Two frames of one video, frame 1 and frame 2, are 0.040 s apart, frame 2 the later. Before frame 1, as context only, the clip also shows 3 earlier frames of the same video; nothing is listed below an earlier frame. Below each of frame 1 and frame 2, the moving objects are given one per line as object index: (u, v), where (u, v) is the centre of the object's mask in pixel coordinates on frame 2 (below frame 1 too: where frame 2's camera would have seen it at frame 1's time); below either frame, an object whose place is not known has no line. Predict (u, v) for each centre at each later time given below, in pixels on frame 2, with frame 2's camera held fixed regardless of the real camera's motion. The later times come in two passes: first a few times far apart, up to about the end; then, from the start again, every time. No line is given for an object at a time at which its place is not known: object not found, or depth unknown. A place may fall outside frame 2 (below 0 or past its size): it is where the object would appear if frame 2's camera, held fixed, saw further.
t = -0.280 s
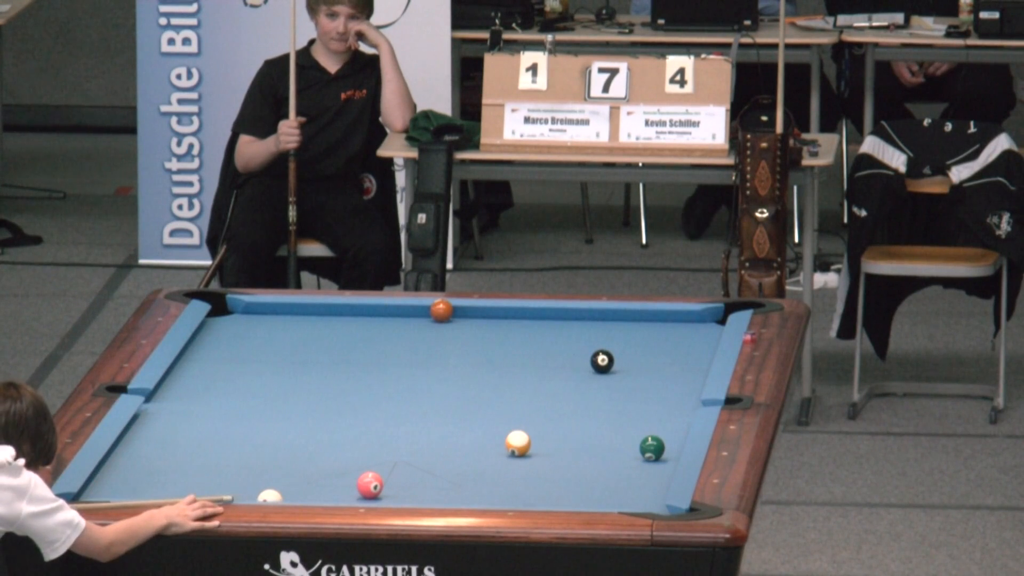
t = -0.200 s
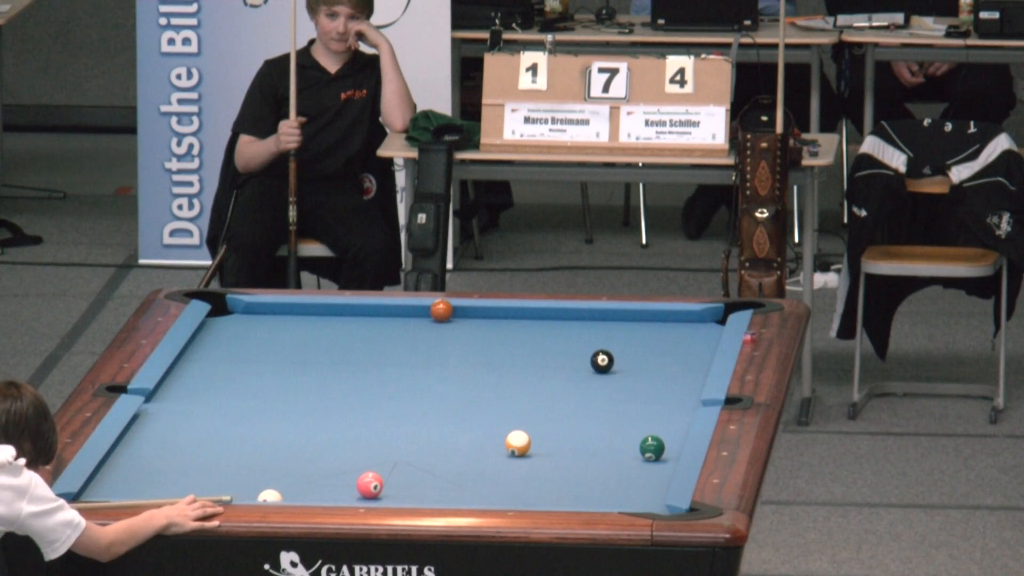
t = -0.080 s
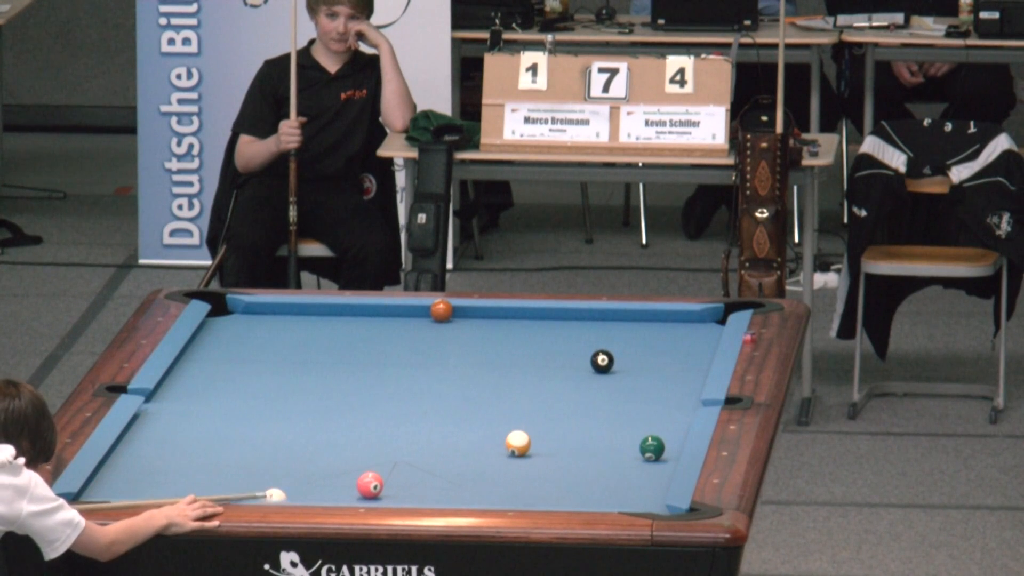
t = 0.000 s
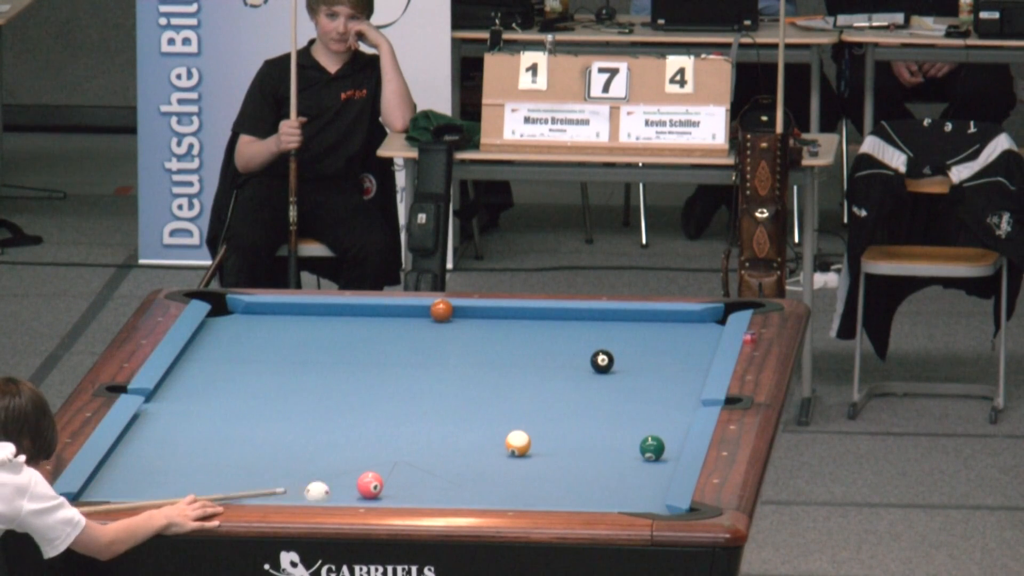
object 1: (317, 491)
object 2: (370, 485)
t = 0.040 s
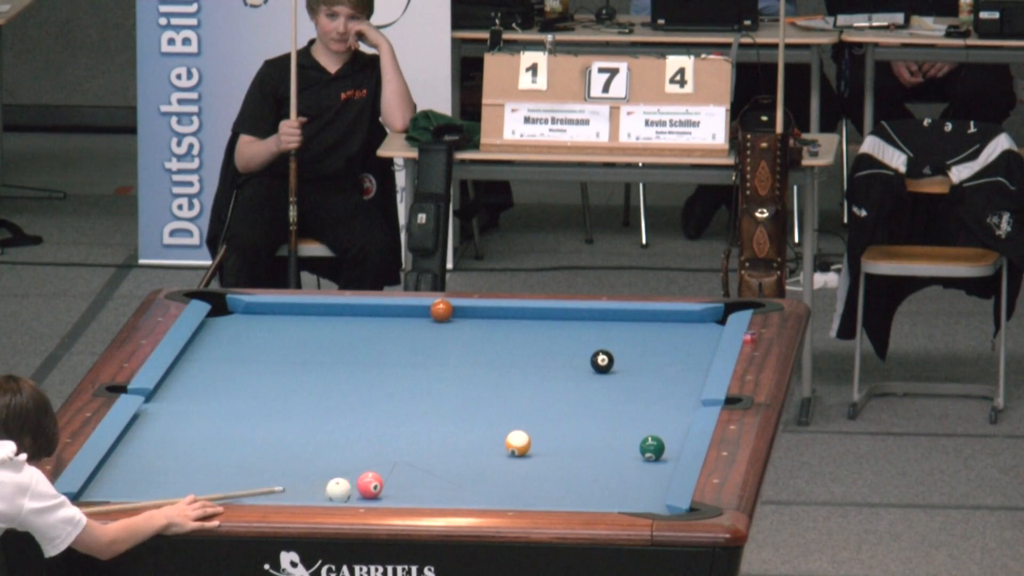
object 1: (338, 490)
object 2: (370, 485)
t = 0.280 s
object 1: (377, 487)
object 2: (452, 469)
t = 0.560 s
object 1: (417, 483)
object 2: (534, 453)
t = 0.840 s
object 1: (454, 479)
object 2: (612, 437)
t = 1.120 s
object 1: (488, 475)
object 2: (679, 423)
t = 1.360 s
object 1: (516, 472)
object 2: (653, 413)
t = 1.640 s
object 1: (545, 469)
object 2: (626, 401)
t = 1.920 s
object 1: (571, 466)
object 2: (600, 391)
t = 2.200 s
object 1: (596, 463)
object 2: (577, 381)
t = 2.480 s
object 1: (616, 461)
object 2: (555, 372)
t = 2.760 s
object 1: (635, 459)
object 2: (534, 363)
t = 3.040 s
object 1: (650, 457)
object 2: (514, 355)
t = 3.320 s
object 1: (663, 456)
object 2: (497, 348)
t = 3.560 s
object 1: (668, 456)
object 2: (482, 342)
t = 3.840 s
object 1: (665, 455)
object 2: (471, 336)
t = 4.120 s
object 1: (666, 455)
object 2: (453, 331)
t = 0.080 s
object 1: (352, 489)
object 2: (377, 484)
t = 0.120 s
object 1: (355, 489)
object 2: (395, 480)
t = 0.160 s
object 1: (359, 489)
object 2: (411, 477)
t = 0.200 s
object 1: (365, 489)
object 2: (426, 474)
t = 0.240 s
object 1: (371, 488)
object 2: (439, 471)
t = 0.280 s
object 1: (377, 487)
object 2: (452, 469)
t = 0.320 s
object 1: (382, 486)
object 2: (464, 467)
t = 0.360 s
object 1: (388, 485)
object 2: (476, 464)
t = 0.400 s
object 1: (394, 485)
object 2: (487, 462)
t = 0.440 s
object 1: (400, 484)
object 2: (499, 460)
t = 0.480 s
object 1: (405, 484)
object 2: (510, 458)
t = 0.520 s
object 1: (411, 483)
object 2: (522, 455)
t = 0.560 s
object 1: (417, 483)
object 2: (534, 453)
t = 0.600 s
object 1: (422, 482)
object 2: (545, 450)
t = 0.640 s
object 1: (427, 482)
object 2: (556, 448)
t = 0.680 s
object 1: (433, 481)
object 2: (567, 446)
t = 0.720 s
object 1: (439, 480)
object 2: (579, 444)
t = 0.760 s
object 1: (444, 480)
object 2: (590, 442)
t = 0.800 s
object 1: (449, 479)
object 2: (601, 439)
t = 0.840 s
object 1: (454, 479)
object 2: (612, 437)
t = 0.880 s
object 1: (459, 478)
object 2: (623, 435)
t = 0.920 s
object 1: (464, 478)
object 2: (633, 433)
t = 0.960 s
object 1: (469, 477)
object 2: (643, 429)
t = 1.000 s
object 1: (474, 477)
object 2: (655, 427)
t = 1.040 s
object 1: (479, 476)
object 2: (665, 426)
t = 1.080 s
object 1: (484, 476)
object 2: (676, 424)
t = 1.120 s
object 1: (488, 475)
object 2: (679, 423)
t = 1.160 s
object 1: (493, 475)
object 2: (674, 421)
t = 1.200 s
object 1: (498, 474)
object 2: (669, 419)
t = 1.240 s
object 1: (502, 474)
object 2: (665, 417)
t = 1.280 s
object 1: (507, 473)
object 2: (661, 416)
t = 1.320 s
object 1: (511, 473)
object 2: (657, 414)
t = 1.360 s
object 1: (516, 472)
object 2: (653, 413)
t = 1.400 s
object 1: (520, 472)
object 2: (649, 411)
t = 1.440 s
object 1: (524, 471)
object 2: (645, 409)
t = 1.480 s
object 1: (528, 471)
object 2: (641, 407)
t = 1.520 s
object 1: (532, 470)
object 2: (637, 406)
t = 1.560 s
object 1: (536, 470)
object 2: (633, 404)
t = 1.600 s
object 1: (541, 470)
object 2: (629, 403)
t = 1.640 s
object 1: (545, 469)
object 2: (626, 401)
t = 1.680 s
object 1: (549, 469)
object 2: (622, 400)
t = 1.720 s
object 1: (553, 468)
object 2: (618, 398)
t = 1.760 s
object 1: (557, 467)
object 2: (615, 397)
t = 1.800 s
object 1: (561, 467)
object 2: (611, 395)
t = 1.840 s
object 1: (564, 467)
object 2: (608, 394)
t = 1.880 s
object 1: (568, 466)
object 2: (604, 392)
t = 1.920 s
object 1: (571, 466)
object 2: (600, 391)
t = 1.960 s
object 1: (575, 466)
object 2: (597, 389)
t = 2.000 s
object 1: (579, 465)
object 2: (594, 388)
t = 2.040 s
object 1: (582, 465)
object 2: (590, 386)
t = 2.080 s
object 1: (585, 465)
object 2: (587, 385)
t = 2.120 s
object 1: (589, 464)
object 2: (584, 384)
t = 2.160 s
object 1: (592, 464)
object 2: (580, 382)
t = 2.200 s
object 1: (596, 463)
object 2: (577, 381)
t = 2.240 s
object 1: (599, 463)
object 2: (574, 379)
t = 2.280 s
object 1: (602, 463)
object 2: (571, 378)
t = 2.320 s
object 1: (605, 463)
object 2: (567, 377)
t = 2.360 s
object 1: (608, 462)
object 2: (564, 376)
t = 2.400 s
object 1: (611, 462)
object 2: (561, 374)
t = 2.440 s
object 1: (614, 461)
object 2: (558, 373)
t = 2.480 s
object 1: (616, 461)
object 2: (555, 372)
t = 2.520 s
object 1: (619, 461)
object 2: (551, 371)
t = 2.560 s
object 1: (622, 460)
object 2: (549, 369)
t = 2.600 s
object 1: (625, 460)
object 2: (545, 368)
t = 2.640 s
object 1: (627, 460)
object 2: (543, 367)
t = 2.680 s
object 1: (630, 460)
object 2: (540, 366)
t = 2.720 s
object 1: (632, 459)
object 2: (537, 364)
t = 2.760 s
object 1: (635, 459)
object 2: (534, 363)
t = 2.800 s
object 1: (637, 459)
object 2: (531, 362)
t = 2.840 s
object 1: (639, 459)
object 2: (528, 361)
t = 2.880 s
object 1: (642, 459)
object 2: (525, 360)
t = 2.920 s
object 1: (644, 458)
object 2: (522, 359)
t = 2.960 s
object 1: (646, 458)
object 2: (520, 358)
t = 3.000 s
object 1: (648, 458)
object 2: (517, 356)
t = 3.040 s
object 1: (650, 457)
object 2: (514, 355)
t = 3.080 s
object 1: (652, 457)
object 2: (512, 354)
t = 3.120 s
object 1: (654, 457)
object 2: (509, 353)
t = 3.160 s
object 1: (656, 457)
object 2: (506, 352)
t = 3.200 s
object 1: (658, 457)
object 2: (504, 351)
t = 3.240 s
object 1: (660, 456)
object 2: (501, 350)
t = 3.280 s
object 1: (661, 457)
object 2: (499, 349)
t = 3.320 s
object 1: (663, 456)
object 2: (497, 348)
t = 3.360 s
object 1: (665, 457)
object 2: (494, 347)
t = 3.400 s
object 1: (666, 456)
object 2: (492, 346)
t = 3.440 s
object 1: (668, 456)
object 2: (489, 345)
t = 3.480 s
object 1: (669, 456)
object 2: (487, 344)
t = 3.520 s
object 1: (668, 456)
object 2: (484, 344)
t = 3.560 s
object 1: (668, 456)
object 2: (482, 342)
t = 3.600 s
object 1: (667, 455)
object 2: (479, 342)
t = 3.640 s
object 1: (667, 456)
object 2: (477, 340)
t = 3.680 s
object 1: (666, 455)
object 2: (475, 340)
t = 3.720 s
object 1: (666, 455)
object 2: (473, 339)
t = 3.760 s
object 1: (666, 455)
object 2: (471, 338)
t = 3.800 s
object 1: (665, 455)
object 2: (469, 337)
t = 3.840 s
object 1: (665, 455)
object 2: (471, 336)
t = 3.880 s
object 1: (665, 455)
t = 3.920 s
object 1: (665, 455)
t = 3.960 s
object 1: (664, 455)
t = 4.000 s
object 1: (664, 455)
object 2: (456, 331)
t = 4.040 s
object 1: (664, 455)
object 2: (456, 332)
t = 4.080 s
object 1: (663, 455)
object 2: (455, 331)
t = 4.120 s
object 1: (666, 455)
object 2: (453, 331)
